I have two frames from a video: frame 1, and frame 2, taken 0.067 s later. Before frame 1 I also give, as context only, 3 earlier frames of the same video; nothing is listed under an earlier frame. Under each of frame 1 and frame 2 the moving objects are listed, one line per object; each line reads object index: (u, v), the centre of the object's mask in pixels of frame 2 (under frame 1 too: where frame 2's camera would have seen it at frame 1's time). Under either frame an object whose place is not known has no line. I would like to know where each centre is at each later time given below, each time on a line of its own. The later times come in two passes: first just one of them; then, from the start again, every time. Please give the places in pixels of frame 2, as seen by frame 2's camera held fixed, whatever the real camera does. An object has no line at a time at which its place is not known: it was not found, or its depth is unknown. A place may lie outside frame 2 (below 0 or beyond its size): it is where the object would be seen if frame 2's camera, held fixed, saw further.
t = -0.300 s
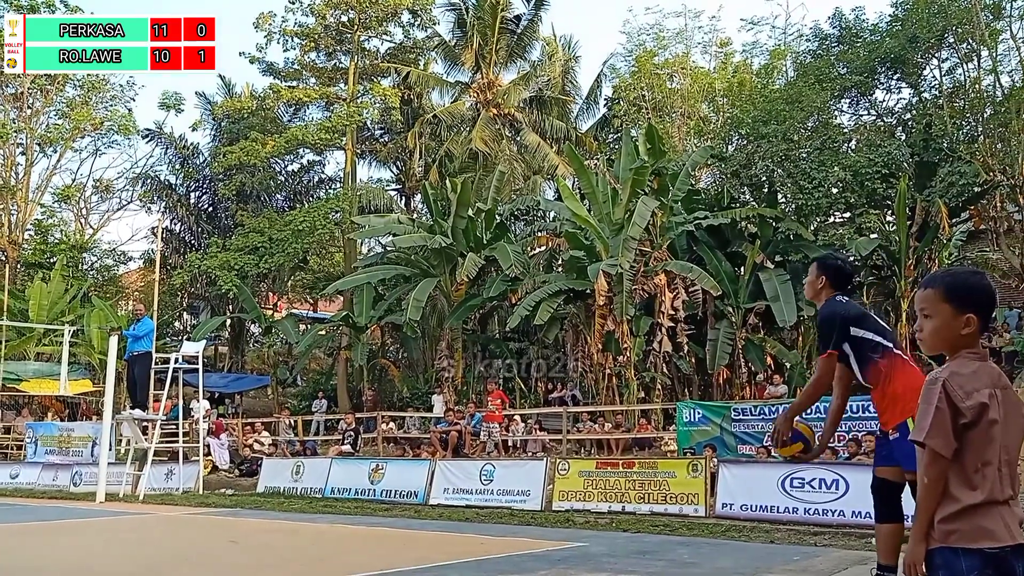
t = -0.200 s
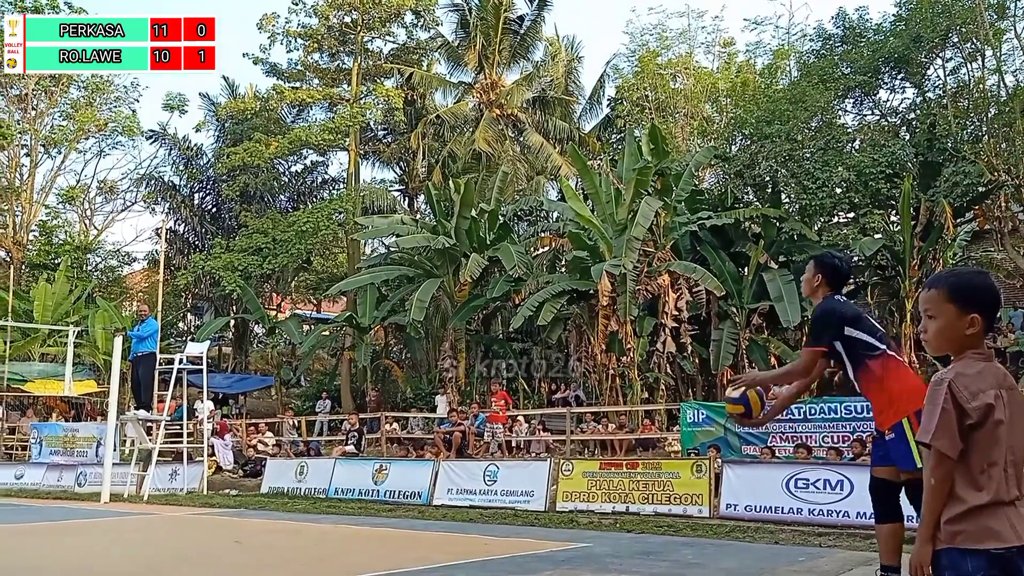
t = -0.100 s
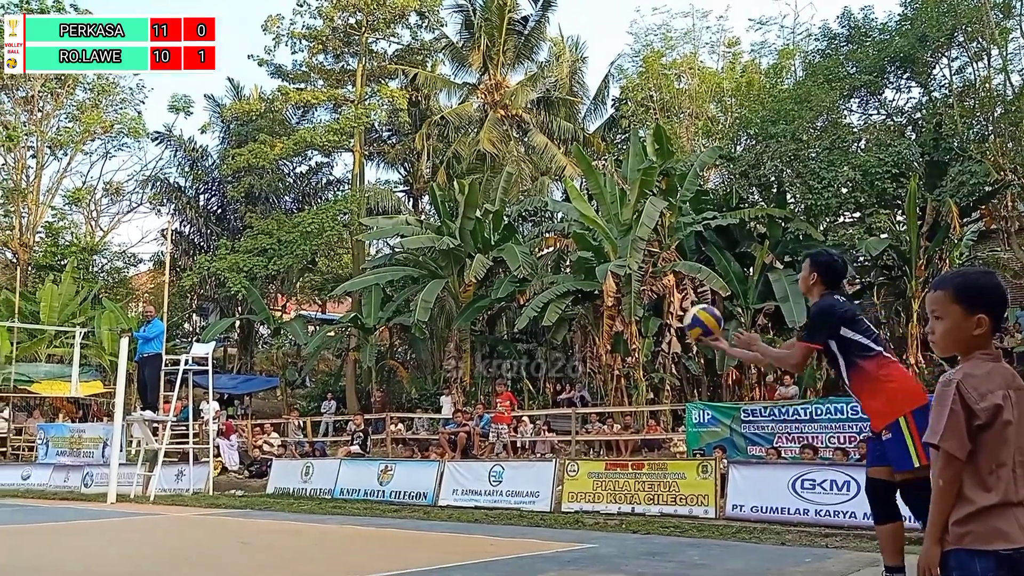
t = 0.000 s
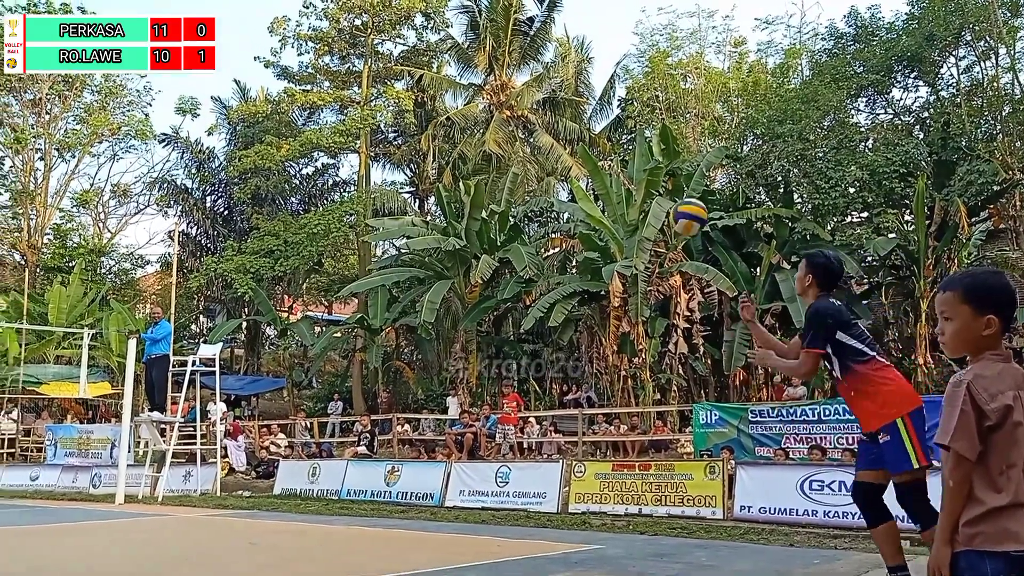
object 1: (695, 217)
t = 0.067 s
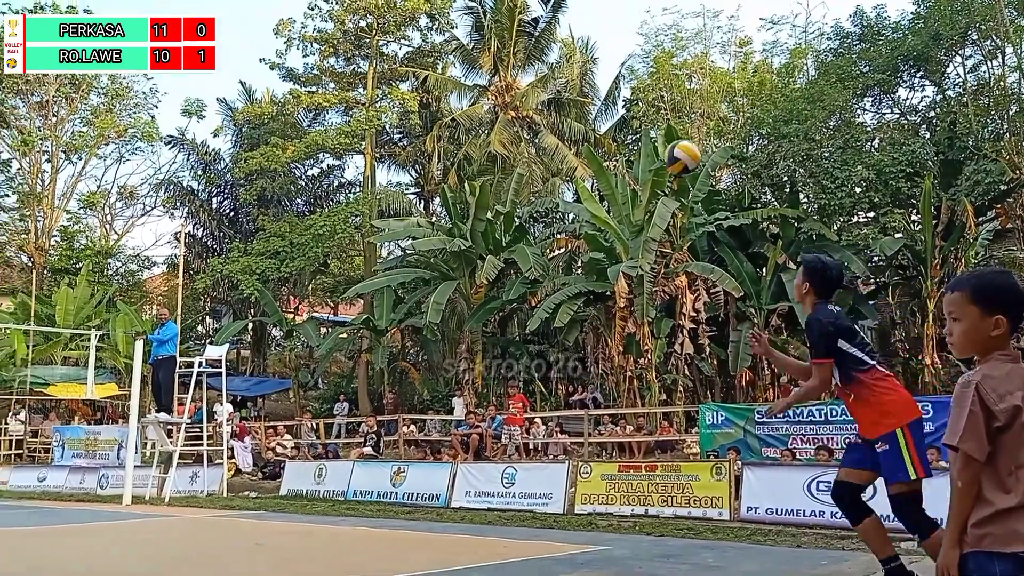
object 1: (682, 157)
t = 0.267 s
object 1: (647, 31)
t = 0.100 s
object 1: (676, 132)
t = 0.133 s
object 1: (670, 107)
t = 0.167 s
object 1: (664, 86)
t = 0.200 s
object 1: (659, 66)
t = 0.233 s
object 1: (653, 47)
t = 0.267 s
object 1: (647, 31)
